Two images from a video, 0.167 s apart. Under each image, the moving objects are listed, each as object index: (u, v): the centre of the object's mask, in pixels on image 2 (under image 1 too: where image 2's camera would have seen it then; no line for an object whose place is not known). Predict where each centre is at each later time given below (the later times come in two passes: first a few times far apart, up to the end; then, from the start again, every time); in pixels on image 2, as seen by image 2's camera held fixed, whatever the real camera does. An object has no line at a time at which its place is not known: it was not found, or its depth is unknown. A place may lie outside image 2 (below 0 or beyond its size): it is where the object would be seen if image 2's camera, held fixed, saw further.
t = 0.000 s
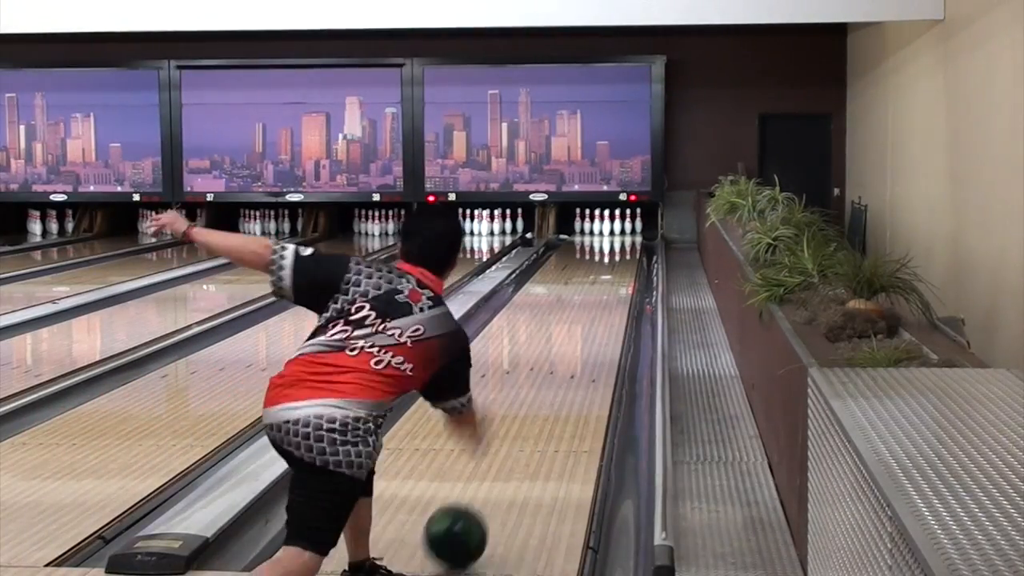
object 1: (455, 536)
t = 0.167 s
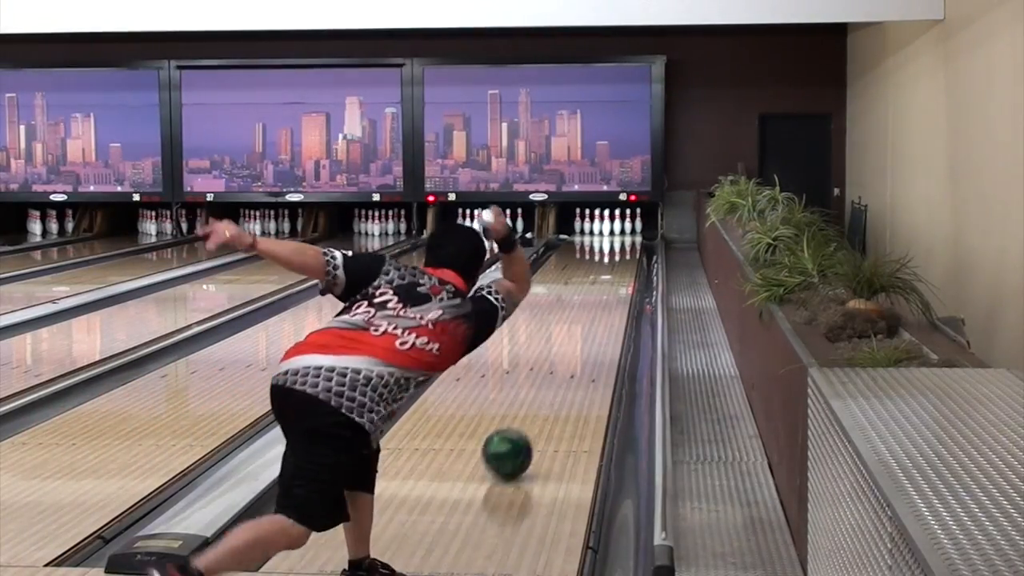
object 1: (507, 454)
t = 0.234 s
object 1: (522, 429)
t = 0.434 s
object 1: (556, 374)
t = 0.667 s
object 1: (581, 333)
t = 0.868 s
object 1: (595, 307)
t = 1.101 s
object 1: (607, 285)
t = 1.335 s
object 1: (615, 268)
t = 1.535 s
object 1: (619, 257)
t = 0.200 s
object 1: (515, 441)
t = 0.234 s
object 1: (522, 429)
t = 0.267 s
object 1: (529, 418)
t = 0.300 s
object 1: (535, 408)
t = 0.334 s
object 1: (541, 399)
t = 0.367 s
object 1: (546, 390)
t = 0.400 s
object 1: (551, 382)
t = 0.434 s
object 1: (556, 374)
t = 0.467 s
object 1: (560, 367)
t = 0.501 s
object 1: (564, 361)
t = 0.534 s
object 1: (568, 355)
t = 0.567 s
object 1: (571, 349)
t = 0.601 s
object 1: (575, 343)
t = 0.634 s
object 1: (578, 338)
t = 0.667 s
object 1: (581, 333)
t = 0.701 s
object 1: (583, 328)
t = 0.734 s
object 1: (586, 323)
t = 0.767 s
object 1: (589, 319)
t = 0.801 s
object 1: (591, 315)
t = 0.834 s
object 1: (593, 311)
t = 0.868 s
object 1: (595, 307)
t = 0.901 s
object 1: (597, 303)
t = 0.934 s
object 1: (599, 300)
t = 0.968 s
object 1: (601, 297)
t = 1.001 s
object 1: (603, 293)
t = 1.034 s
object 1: (604, 290)
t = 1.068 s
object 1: (605, 288)
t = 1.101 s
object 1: (607, 285)
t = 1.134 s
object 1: (609, 282)
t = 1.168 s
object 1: (610, 279)
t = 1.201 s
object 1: (611, 277)
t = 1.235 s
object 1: (612, 275)
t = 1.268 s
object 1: (613, 272)
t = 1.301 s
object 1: (614, 270)
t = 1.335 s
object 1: (615, 268)
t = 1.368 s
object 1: (616, 266)
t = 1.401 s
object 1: (616, 264)
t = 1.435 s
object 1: (617, 263)
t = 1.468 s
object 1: (617, 261)
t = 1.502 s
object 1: (618, 259)
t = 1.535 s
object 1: (619, 257)
